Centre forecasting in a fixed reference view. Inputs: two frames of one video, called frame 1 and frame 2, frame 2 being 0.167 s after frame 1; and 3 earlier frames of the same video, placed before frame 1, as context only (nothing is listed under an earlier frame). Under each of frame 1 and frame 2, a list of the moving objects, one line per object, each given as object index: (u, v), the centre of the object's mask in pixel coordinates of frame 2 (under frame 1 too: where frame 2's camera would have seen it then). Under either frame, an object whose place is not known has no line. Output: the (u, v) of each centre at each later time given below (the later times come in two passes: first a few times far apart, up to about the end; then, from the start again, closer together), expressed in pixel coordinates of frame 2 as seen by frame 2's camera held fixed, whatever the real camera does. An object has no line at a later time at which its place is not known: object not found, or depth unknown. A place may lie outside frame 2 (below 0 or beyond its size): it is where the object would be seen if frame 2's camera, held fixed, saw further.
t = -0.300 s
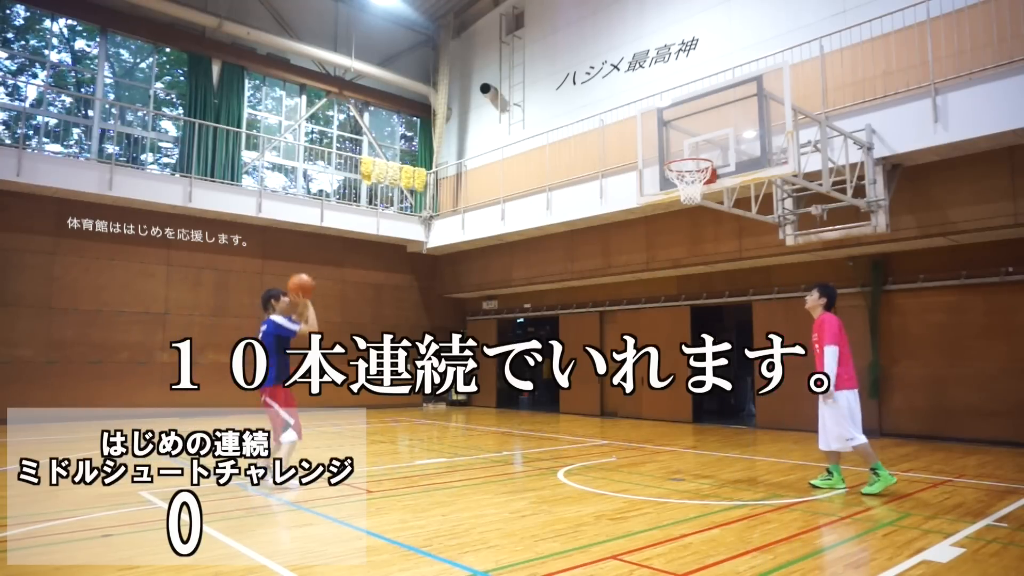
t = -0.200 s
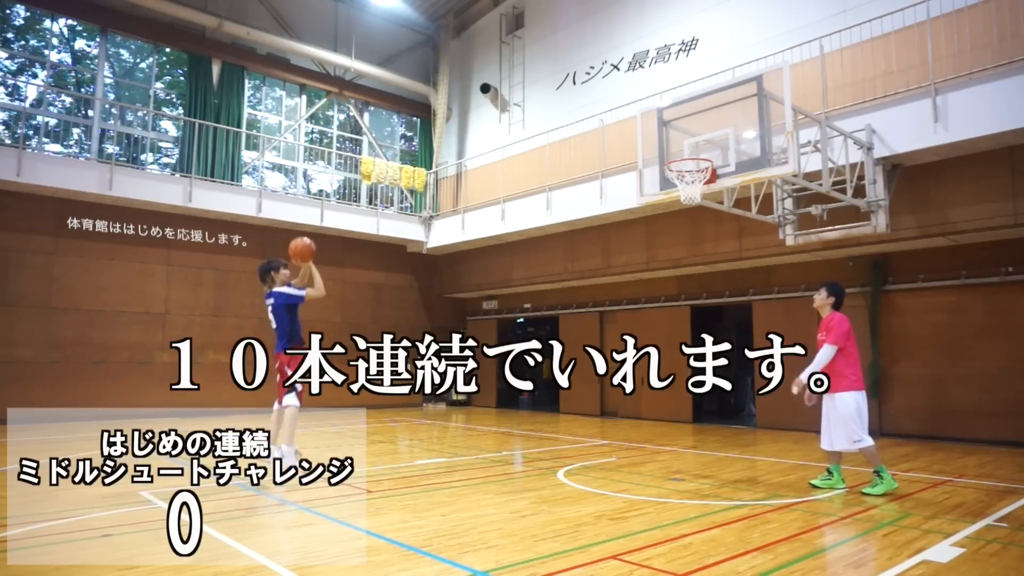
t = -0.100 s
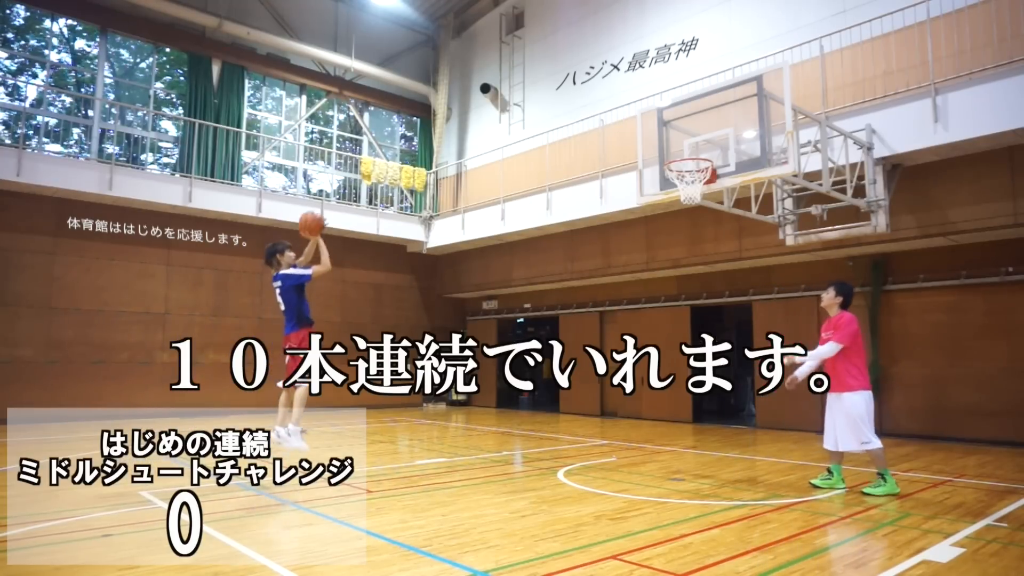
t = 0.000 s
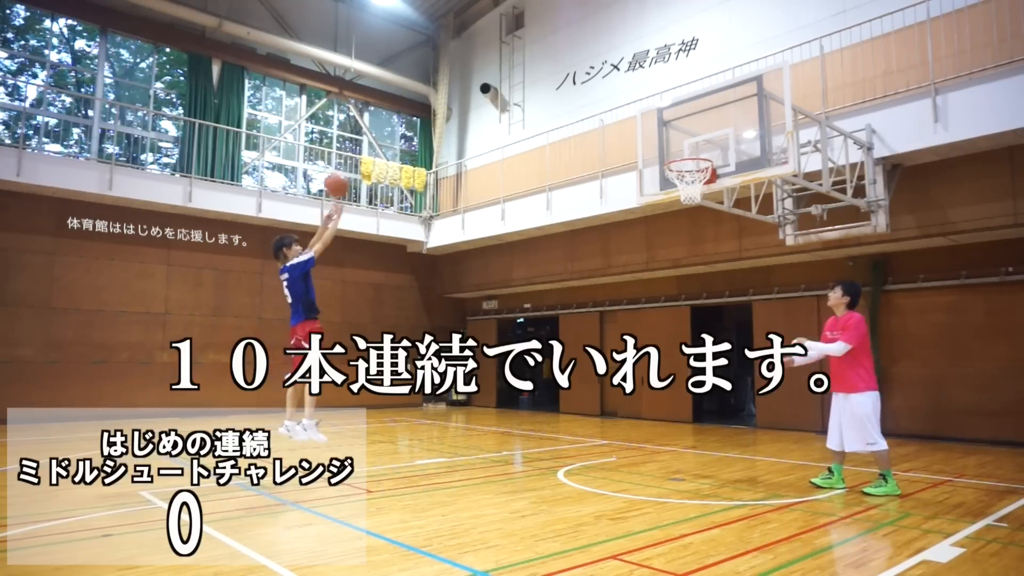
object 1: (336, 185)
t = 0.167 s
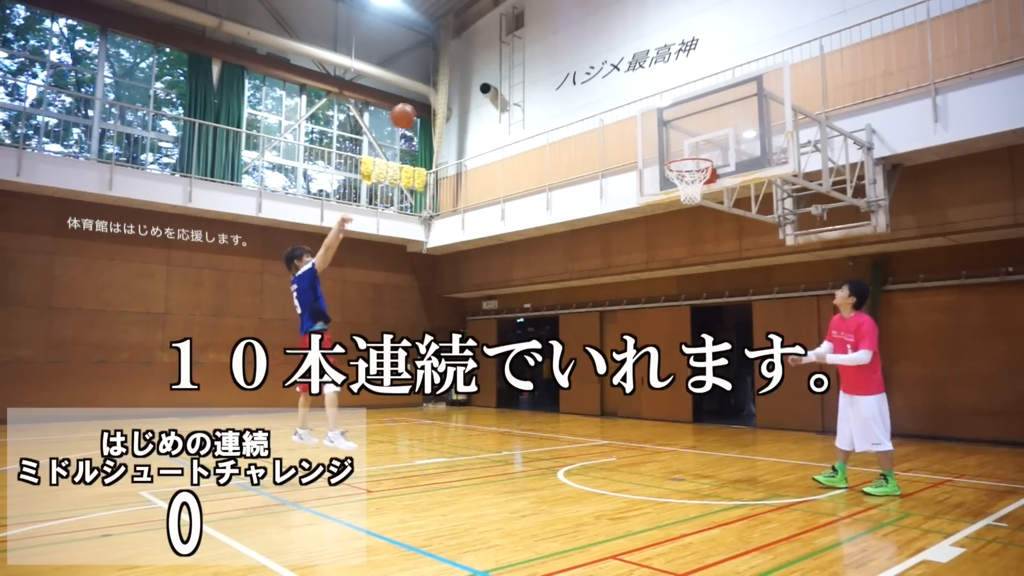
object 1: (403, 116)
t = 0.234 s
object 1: (428, 98)
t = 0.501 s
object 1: (526, 65)
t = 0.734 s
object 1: (608, 91)
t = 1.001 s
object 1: (703, 179)
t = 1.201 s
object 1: (701, 204)
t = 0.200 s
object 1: (415, 106)
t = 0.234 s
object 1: (428, 98)
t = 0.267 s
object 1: (440, 90)
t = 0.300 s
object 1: (454, 83)
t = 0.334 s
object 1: (465, 78)
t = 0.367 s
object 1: (477, 73)
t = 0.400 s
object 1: (490, 69)
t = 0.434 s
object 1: (502, 67)
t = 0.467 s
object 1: (514, 66)
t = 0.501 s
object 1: (526, 65)
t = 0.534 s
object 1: (538, 66)
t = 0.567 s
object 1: (549, 67)
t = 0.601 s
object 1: (562, 70)
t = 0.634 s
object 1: (573, 74)
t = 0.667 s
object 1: (584, 78)
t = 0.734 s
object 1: (608, 91)
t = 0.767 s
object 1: (620, 99)
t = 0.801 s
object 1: (632, 108)
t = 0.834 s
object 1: (643, 117)
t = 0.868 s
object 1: (655, 130)
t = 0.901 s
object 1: (667, 141)
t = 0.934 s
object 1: (677, 151)
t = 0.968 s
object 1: (690, 168)
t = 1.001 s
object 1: (703, 179)
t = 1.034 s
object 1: (702, 186)
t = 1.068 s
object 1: (702, 185)
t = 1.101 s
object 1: (702, 188)
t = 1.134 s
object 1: (701, 192)
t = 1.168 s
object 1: (701, 197)
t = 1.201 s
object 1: (701, 204)
